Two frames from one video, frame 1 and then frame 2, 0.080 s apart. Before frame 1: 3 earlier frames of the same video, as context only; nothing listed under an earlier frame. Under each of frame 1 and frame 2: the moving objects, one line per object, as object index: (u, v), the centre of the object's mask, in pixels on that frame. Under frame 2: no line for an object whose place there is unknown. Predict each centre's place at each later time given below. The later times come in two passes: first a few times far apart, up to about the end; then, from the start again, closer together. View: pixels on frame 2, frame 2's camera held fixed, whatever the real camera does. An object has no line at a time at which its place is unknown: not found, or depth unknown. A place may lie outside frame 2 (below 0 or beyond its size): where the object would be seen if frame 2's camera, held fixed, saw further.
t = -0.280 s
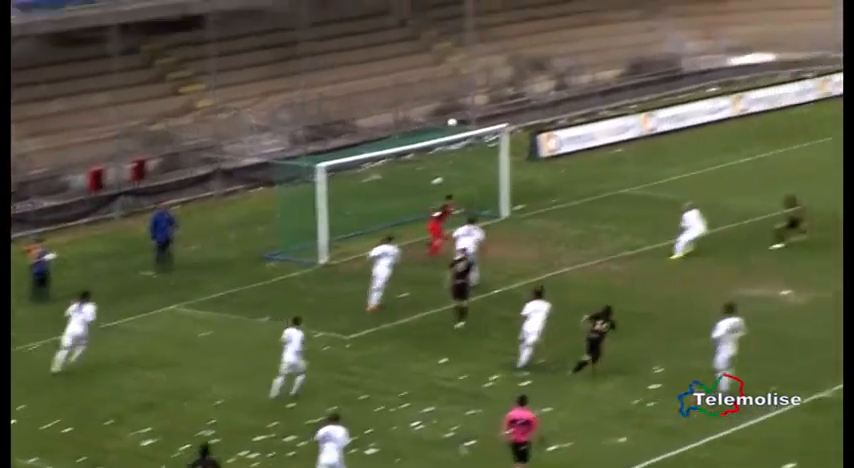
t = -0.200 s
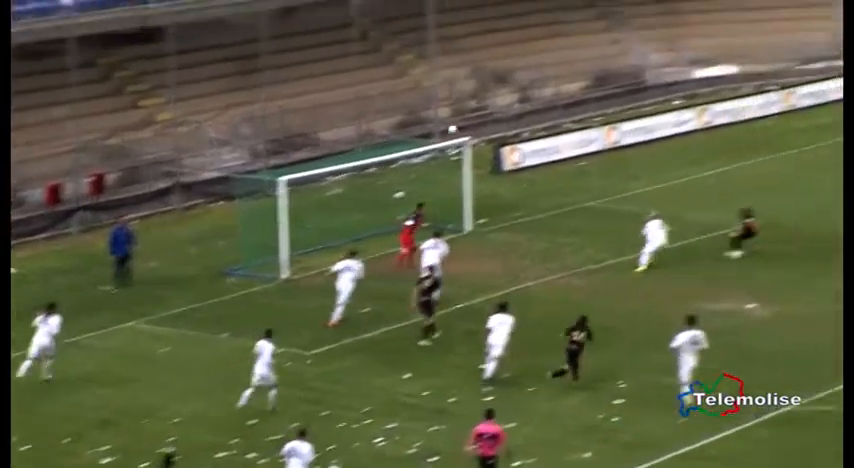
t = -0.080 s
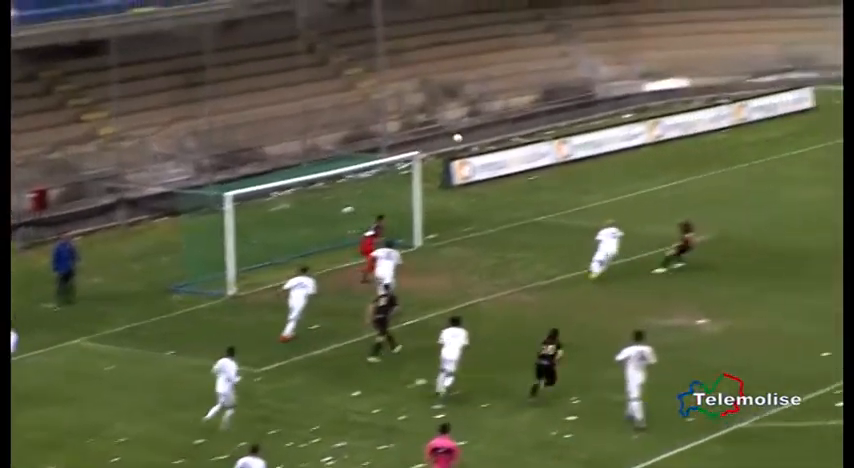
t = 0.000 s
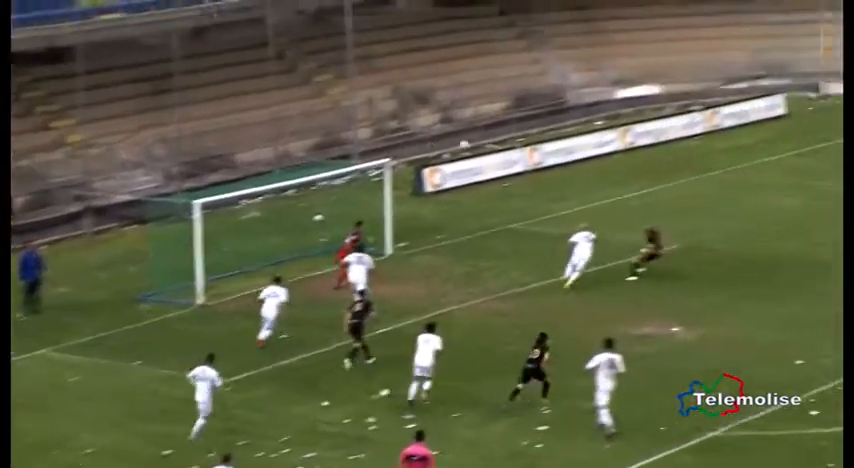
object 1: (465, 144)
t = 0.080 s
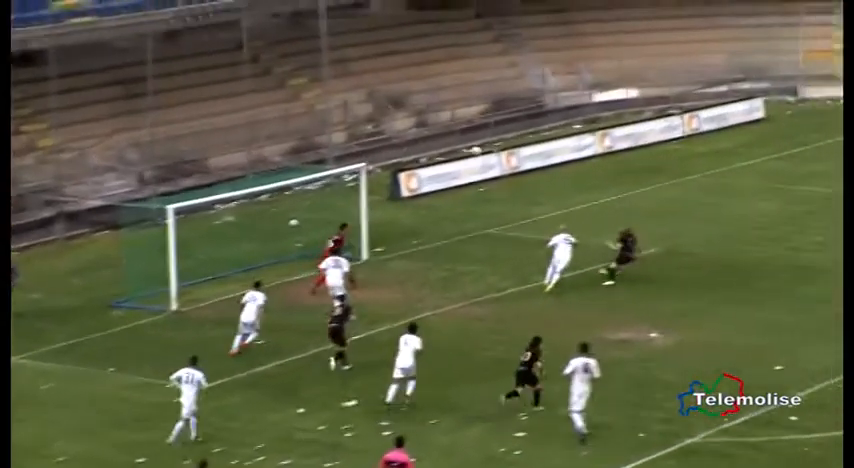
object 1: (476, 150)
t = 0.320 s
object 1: (578, 166)
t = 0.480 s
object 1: (642, 186)
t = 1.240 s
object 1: (830, 184)
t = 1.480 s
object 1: (865, 181)
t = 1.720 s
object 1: (897, 201)
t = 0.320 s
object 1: (578, 166)
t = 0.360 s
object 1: (594, 171)
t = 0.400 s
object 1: (611, 175)
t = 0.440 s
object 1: (626, 180)
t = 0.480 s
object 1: (642, 186)
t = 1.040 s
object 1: (802, 203)
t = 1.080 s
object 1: (808, 198)
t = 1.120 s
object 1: (813, 194)
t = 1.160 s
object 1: (818, 190)
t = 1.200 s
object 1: (824, 187)
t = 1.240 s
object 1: (830, 184)
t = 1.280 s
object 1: (835, 182)
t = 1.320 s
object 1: (841, 181)
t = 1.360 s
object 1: (847, 180)
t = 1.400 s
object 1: (853, 180)
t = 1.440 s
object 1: (858, 180)
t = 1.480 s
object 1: (865, 181)
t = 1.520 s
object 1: (870, 184)
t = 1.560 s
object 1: (875, 186)
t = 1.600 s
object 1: (881, 189)
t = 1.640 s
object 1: (886, 192)
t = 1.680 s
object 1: (892, 196)
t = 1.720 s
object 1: (897, 201)
